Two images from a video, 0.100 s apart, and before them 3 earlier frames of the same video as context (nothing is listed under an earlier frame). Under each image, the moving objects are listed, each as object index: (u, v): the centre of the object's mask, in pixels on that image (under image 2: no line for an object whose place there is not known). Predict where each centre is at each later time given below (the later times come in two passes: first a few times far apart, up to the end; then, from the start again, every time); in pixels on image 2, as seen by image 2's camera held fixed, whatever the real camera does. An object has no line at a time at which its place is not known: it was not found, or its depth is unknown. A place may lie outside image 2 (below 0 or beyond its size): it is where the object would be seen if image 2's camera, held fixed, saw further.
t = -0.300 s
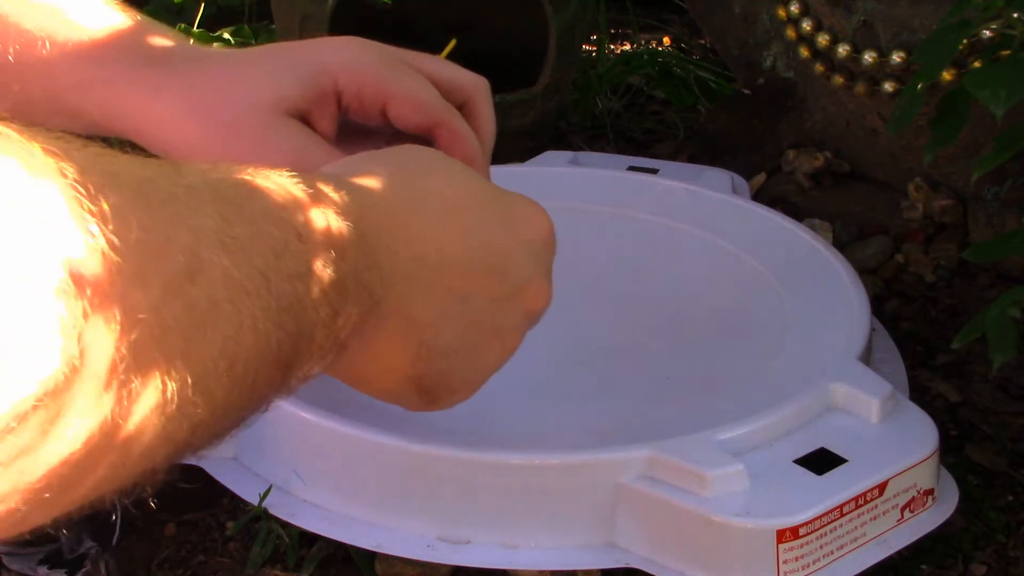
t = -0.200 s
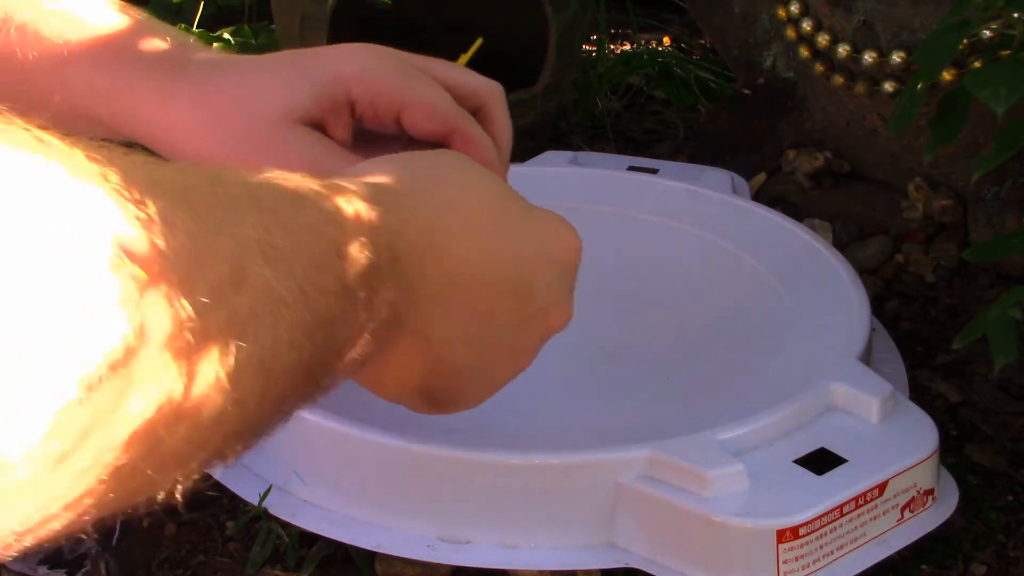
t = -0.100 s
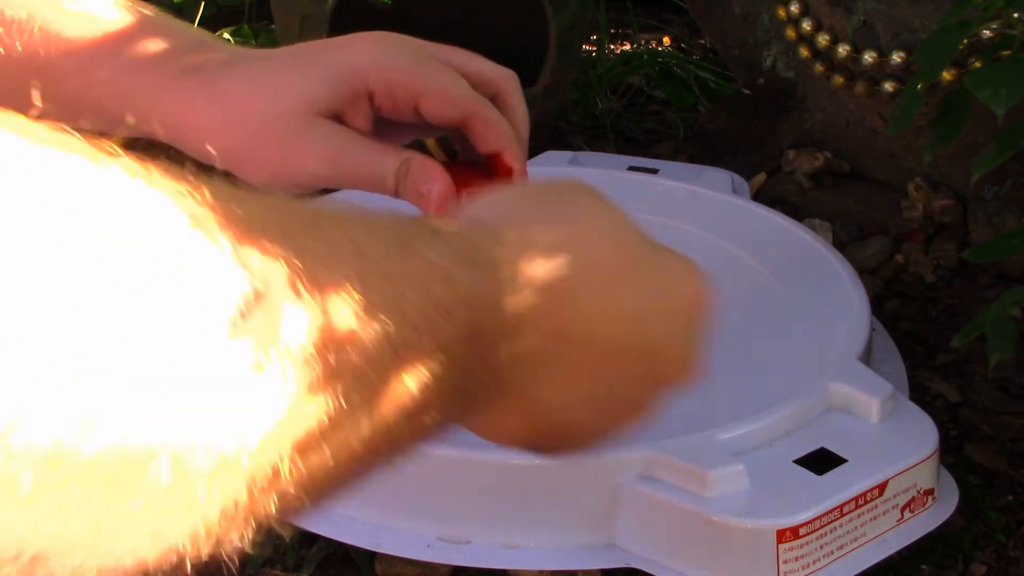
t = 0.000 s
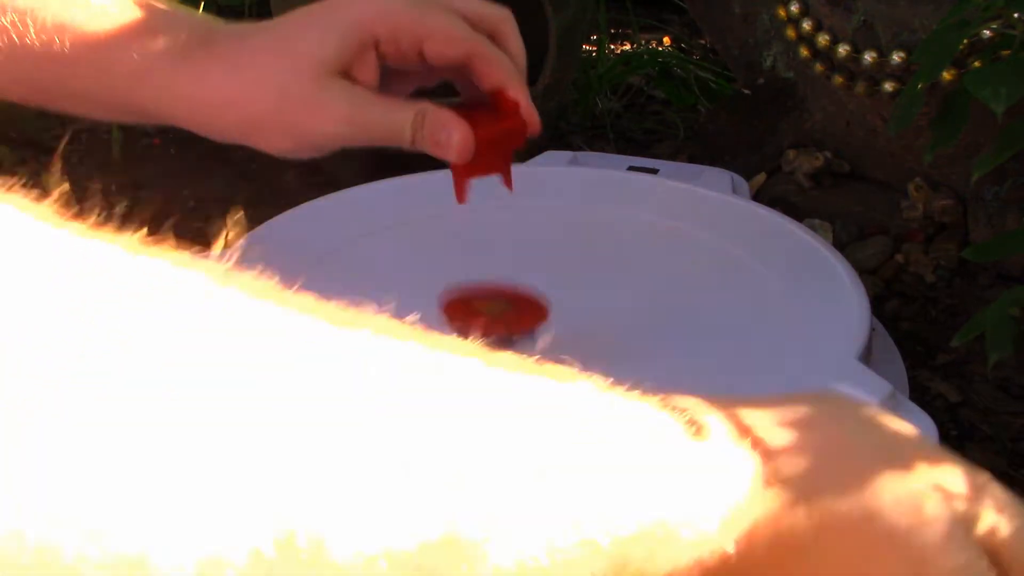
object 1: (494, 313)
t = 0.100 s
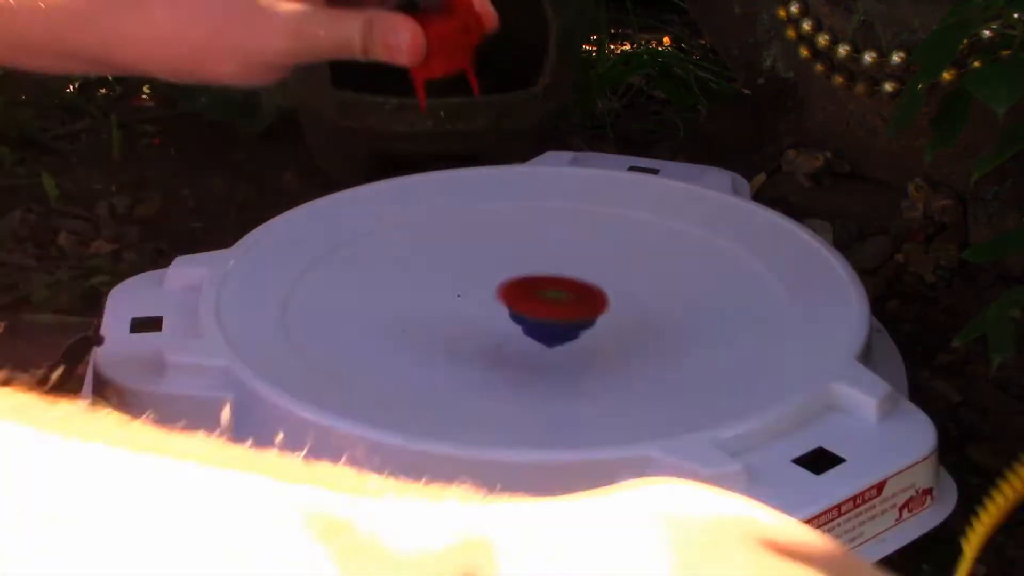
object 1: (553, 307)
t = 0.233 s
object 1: (605, 320)
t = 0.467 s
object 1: (537, 284)
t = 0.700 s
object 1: (442, 271)
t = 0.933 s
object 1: (424, 317)
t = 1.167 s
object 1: (562, 290)
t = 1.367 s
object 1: (471, 226)
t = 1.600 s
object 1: (368, 288)
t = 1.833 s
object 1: (560, 344)
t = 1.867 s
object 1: (588, 340)
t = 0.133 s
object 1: (573, 330)
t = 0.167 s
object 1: (588, 327)
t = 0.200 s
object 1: (602, 325)
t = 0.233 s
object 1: (605, 320)
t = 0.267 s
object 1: (606, 318)
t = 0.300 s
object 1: (599, 313)
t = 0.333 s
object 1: (591, 308)
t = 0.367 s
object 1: (583, 303)
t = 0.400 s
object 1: (570, 298)
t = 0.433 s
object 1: (553, 291)
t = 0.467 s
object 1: (537, 284)
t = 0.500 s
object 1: (522, 278)
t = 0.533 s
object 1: (508, 274)
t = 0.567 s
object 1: (493, 272)
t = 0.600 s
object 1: (479, 270)
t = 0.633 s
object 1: (466, 269)
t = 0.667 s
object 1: (454, 270)
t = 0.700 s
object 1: (442, 271)
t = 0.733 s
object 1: (429, 273)
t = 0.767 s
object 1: (406, 264)
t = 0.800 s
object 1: (404, 282)
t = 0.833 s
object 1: (396, 289)
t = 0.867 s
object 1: (397, 298)
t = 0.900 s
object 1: (408, 308)
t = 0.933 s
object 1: (424, 317)
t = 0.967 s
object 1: (448, 323)
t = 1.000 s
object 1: (475, 327)
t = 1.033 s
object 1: (501, 326)
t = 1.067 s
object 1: (525, 322)
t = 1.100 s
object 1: (544, 313)
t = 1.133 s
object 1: (556, 303)
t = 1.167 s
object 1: (562, 290)
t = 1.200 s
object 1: (563, 276)
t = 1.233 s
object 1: (556, 263)
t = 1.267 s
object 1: (542, 251)
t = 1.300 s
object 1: (522, 239)
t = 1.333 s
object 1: (498, 231)
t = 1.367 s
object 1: (471, 226)
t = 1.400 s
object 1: (442, 223)
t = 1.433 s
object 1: (415, 225)
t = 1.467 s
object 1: (392, 231)
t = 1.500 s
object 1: (373, 242)
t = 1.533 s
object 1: (362, 255)
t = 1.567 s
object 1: (361, 271)
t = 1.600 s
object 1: (368, 288)
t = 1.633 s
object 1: (384, 305)
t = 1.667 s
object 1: (408, 318)
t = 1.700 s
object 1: (436, 330)
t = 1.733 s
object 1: (466, 338)
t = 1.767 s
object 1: (498, 344)
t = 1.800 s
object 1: (531, 346)
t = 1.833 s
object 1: (560, 344)
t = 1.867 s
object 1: (588, 340)
